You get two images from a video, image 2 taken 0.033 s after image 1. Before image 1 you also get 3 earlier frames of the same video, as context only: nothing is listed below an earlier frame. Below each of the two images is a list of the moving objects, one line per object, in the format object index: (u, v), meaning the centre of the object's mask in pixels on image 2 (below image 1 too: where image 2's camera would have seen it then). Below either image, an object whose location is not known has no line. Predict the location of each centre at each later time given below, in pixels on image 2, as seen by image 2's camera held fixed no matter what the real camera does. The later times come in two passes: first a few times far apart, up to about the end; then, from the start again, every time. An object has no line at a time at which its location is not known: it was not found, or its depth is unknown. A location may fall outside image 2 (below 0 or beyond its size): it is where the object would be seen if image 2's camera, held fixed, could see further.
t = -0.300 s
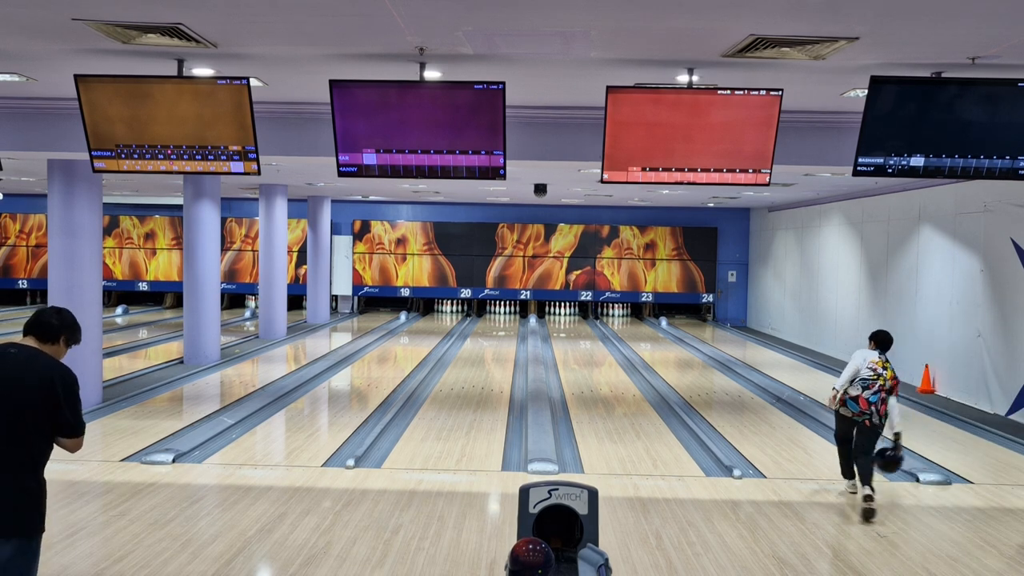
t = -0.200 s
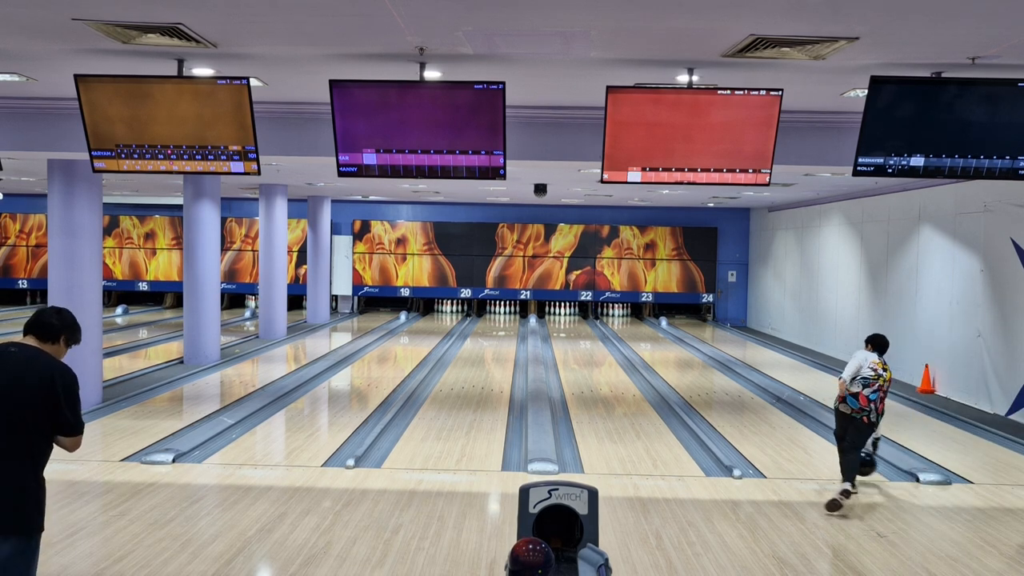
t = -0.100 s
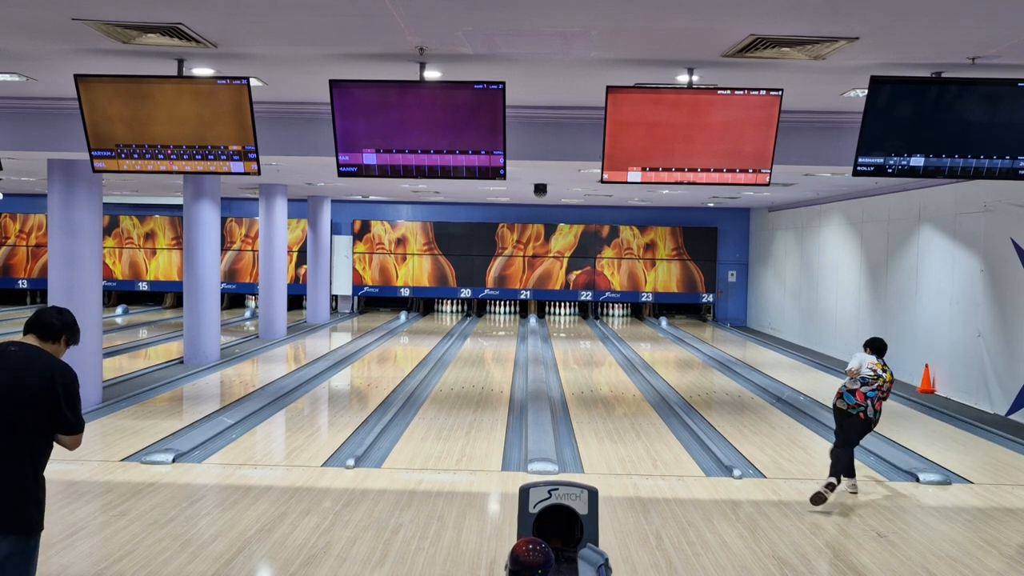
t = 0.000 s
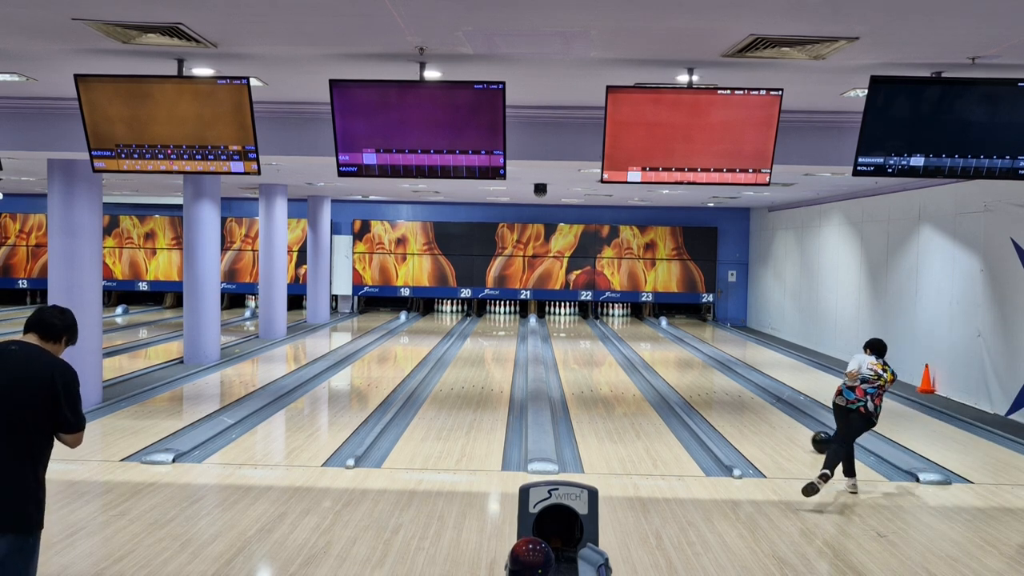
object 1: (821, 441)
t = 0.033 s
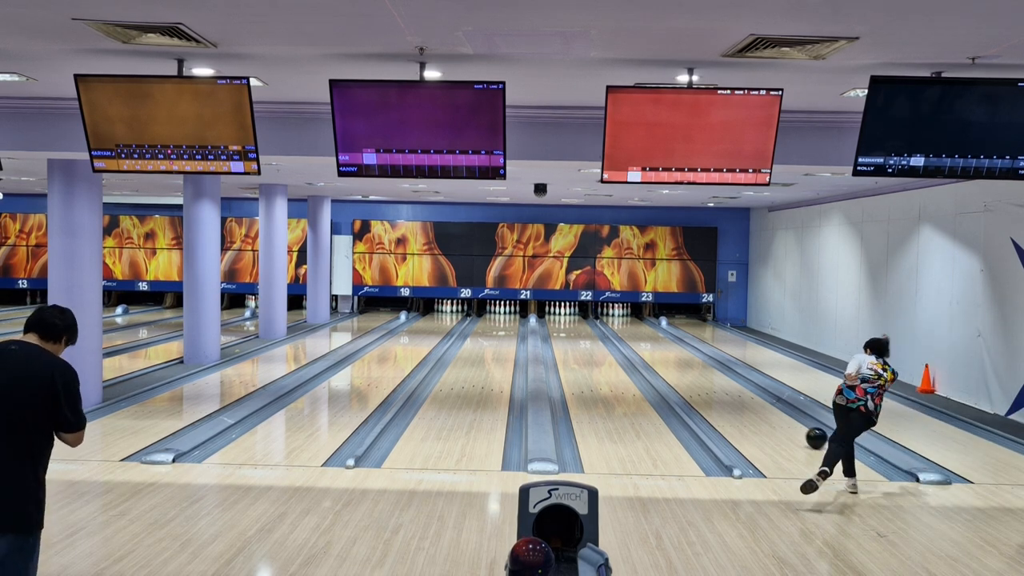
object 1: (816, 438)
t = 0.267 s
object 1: (782, 413)
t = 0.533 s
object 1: (752, 392)
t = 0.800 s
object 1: (729, 376)
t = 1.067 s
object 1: (711, 364)
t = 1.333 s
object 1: (695, 353)
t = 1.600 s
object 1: (682, 345)
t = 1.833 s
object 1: (672, 339)
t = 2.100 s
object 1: (662, 333)
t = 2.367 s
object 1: (652, 327)
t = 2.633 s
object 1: (644, 323)
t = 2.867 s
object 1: (637, 320)
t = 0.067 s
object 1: (811, 434)
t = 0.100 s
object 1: (805, 430)
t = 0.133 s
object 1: (800, 427)
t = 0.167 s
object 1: (795, 423)
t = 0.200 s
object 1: (791, 420)
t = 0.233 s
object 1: (786, 416)
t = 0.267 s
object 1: (782, 413)
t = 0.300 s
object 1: (778, 410)
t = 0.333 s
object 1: (774, 408)
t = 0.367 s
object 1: (770, 405)
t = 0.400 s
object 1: (766, 402)
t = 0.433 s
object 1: (763, 400)
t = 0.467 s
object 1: (759, 397)
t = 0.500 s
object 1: (755, 395)
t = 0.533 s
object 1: (752, 392)
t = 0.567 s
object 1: (749, 390)
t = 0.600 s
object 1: (746, 388)
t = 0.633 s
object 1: (743, 386)
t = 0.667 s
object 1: (740, 384)
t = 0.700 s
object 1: (737, 382)
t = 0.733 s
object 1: (734, 380)
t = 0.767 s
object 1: (732, 378)
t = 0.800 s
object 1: (729, 376)
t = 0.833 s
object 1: (727, 375)
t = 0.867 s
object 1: (724, 373)
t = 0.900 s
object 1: (722, 371)
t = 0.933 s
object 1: (720, 370)
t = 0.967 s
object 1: (717, 368)
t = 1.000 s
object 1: (715, 367)
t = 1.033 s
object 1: (713, 365)
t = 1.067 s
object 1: (711, 364)
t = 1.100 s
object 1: (709, 362)
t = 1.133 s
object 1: (707, 361)
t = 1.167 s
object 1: (704, 360)
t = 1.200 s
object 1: (702, 359)
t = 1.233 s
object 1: (700, 357)
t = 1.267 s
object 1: (699, 356)
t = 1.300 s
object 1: (697, 355)
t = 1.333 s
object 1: (695, 353)
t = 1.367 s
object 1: (693, 352)
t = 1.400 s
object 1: (692, 351)
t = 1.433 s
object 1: (690, 350)
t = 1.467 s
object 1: (688, 349)
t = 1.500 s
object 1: (687, 348)
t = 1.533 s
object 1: (685, 347)
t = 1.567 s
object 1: (684, 346)
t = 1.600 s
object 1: (682, 345)
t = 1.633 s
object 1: (681, 344)
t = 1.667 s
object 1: (679, 343)
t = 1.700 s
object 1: (678, 342)
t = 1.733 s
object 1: (676, 341)
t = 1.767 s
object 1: (675, 340)
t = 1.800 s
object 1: (673, 340)
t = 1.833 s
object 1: (672, 339)
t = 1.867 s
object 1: (671, 338)
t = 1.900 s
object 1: (669, 337)
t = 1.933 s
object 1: (668, 336)
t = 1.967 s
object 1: (667, 336)
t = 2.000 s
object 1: (666, 335)
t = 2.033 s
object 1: (664, 334)
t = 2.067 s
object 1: (663, 334)
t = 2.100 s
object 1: (662, 333)
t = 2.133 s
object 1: (660, 332)
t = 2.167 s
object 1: (659, 331)
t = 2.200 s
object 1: (658, 331)
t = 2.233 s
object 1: (657, 330)
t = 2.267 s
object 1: (656, 329)
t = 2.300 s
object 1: (655, 329)
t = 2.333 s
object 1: (654, 328)
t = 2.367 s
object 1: (652, 327)
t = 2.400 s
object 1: (651, 327)
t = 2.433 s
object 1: (650, 326)
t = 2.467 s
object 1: (649, 326)
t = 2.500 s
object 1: (648, 325)
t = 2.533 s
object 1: (647, 324)
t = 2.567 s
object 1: (646, 324)
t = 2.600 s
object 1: (645, 323)
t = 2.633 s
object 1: (644, 323)
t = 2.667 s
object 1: (643, 322)
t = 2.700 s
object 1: (642, 322)
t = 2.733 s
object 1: (641, 322)
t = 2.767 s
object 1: (640, 321)
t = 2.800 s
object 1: (639, 320)
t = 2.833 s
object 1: (638, 320)
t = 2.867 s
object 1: (637, 320)
